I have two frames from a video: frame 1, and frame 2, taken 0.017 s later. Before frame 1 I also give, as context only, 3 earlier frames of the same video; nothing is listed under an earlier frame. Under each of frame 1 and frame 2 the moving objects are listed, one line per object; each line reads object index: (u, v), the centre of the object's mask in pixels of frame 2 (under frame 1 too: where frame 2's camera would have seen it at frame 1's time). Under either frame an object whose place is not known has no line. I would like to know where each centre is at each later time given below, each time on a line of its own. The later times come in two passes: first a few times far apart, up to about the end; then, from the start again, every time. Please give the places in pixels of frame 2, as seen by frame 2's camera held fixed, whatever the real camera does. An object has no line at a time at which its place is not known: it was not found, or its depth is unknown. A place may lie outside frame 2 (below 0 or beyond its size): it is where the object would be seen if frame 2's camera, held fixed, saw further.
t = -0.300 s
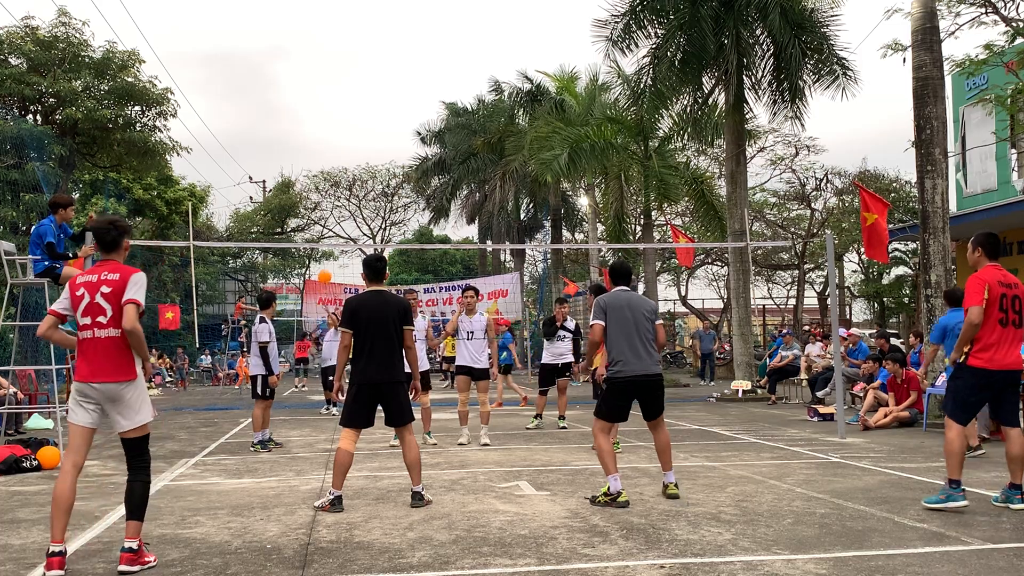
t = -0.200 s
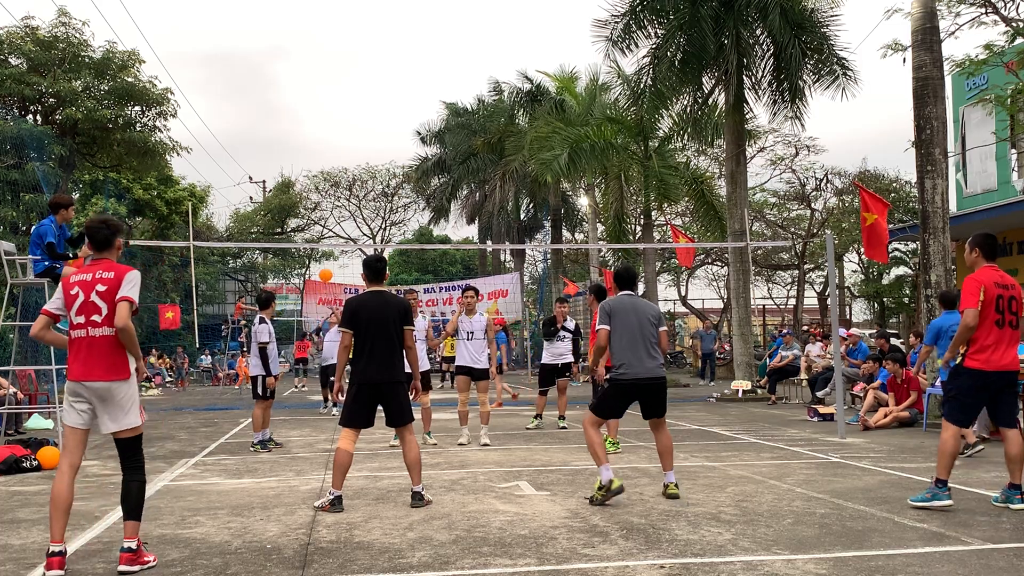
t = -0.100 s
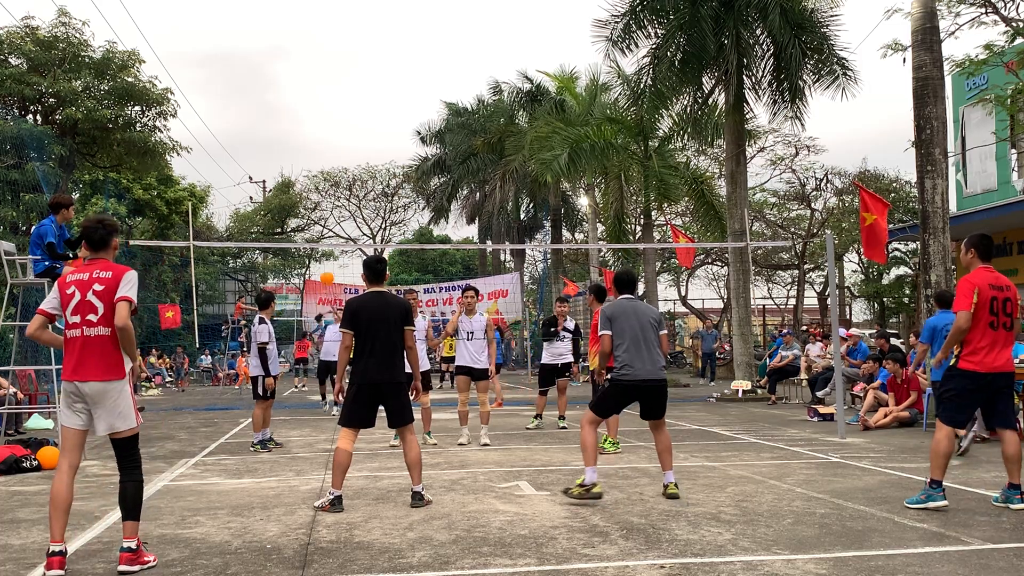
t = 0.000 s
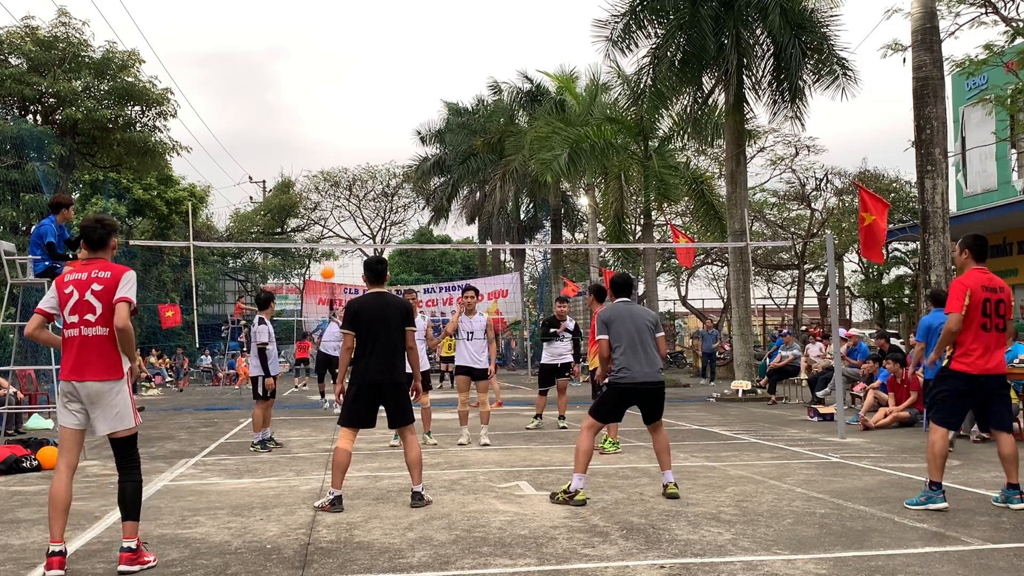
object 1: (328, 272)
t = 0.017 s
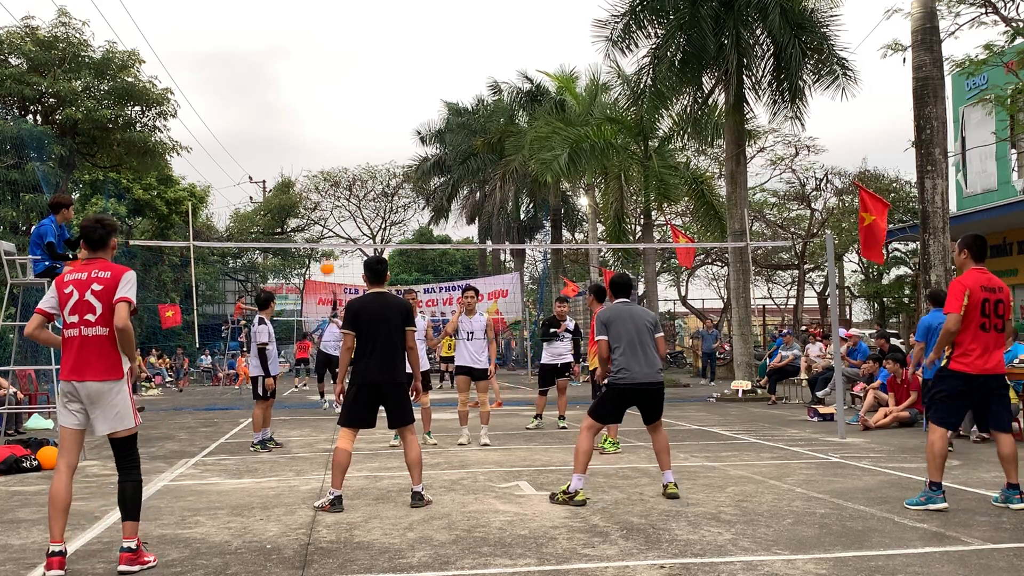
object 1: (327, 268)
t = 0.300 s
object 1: (323, 199)
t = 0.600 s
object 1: (325, 178)
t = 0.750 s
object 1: (328, 198)
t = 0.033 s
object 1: (327, 262)
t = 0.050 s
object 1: (326, 257)
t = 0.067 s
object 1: (326, 254)
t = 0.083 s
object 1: (326, 251)
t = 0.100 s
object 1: (326, 245)
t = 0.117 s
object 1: (325, 238)
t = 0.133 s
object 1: (324, 235)
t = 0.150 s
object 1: (324, 231)
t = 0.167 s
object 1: (324, 227)
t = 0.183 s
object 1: (324, 222)
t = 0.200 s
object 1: (324, 219)
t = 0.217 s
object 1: (324, 215)
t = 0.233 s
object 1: (323, 210)
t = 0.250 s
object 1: (323, 208)
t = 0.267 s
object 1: (323, 205)
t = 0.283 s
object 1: (323, 202)
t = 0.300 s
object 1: (323, 199)
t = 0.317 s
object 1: (323, 196)
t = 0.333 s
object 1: (323, 194)
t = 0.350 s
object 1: (323, 192)
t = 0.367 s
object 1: (323, 188)
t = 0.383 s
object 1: (323, 186)
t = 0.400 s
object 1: (323, 185)
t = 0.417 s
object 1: (323, 183)
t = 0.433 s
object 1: (323, 181)
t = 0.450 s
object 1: (323, 180)
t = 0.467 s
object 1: (323, 179)
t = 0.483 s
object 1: (324, 179)
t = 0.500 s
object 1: (324, 179)
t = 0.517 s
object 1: (324, 178)
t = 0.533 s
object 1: (325, 178)
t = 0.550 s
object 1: (325, 178)
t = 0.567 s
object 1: (325, 178)
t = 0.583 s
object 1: (325, 178)
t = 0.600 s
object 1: (325, 178)
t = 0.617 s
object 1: (326, 179)
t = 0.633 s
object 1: (326, 181)
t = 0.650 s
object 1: (326, 182)
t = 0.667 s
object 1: (326, 183)
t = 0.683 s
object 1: (326, 185)
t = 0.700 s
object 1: (326, 189)
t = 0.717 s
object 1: (327, 192)
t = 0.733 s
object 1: (328, 194)
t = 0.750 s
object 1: (328, 198)
